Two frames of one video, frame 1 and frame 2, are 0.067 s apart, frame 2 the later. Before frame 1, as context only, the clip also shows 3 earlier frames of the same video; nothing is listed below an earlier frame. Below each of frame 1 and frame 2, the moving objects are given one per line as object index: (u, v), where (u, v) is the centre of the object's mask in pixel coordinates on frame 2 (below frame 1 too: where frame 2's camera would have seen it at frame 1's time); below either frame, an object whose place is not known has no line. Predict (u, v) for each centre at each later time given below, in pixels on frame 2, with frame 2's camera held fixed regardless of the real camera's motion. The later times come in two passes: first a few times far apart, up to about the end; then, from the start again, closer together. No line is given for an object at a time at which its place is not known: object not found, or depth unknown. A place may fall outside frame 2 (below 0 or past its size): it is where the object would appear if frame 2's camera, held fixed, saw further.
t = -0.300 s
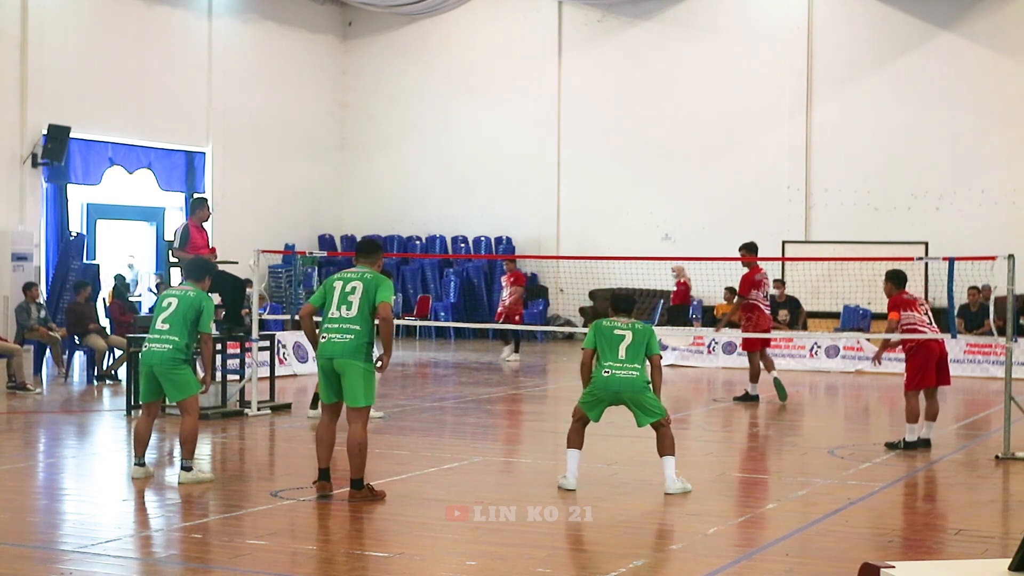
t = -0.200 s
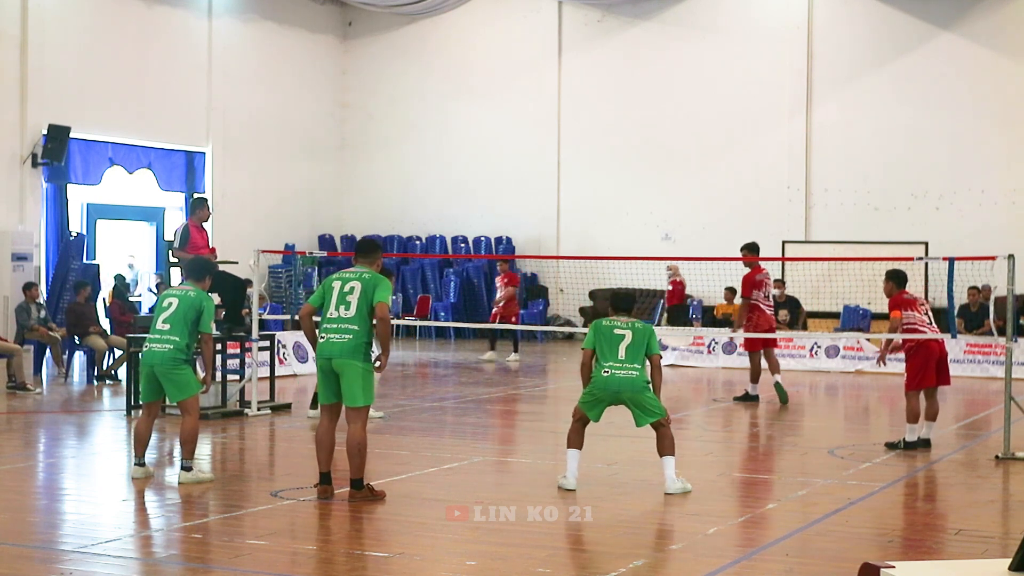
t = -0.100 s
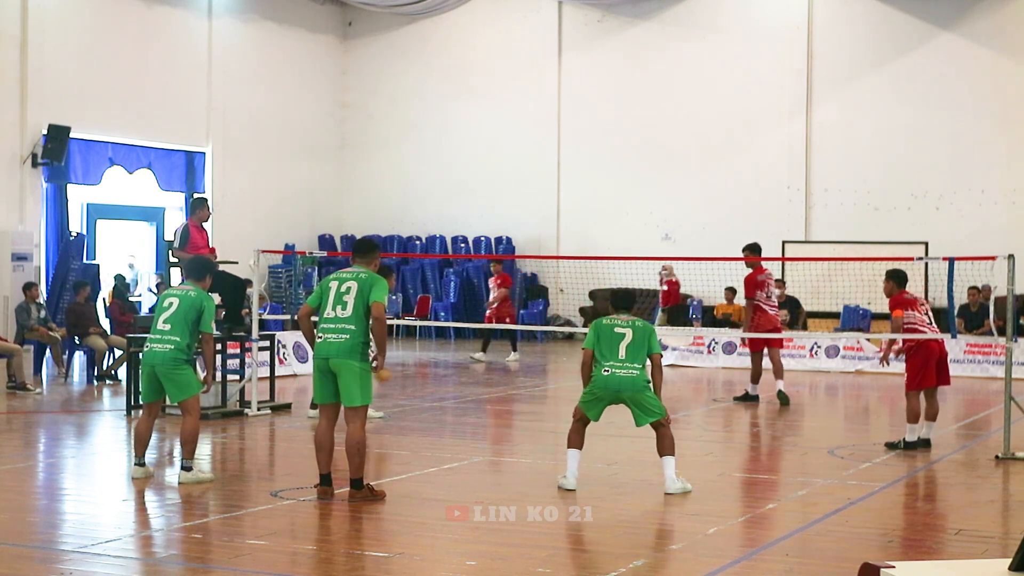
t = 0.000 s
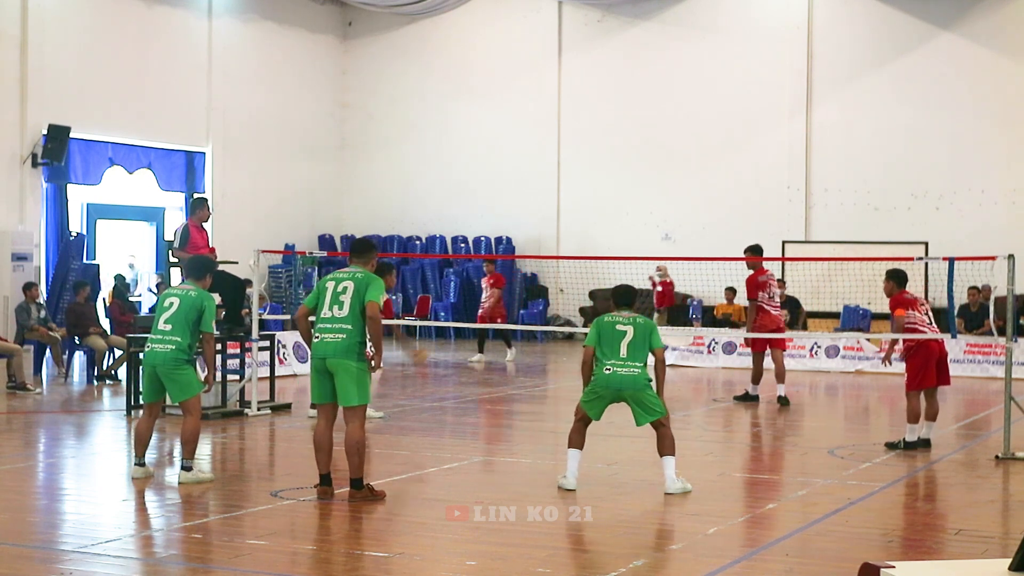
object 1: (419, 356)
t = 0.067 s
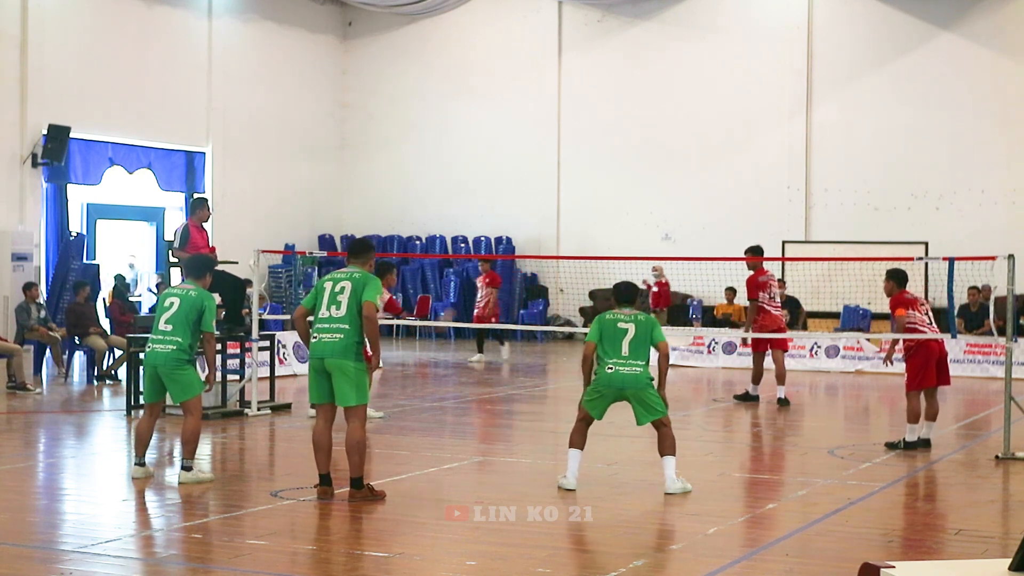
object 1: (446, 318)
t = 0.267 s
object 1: (507, 227)
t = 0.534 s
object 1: (581, 171)
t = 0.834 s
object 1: (656, 191)
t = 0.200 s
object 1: (487, 250)
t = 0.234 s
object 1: (497, 240)
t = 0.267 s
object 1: (507, 227)
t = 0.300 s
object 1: (516, 216)
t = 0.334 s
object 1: (526, 206)
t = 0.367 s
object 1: (536, 197)
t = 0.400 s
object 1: (545, 189)
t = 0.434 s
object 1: (554, 183)
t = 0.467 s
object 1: (563, 178)
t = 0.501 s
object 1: (572, 174)
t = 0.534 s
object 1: (581, 171)
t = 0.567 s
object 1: (590, 169)
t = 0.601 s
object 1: (598, 168)
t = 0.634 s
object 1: (607, 168)
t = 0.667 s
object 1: (615, 169)
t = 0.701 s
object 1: (624, 171)
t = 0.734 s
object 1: (632, 175)
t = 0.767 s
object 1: (640, 179)
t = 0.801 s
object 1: (648, 185)
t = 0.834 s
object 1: (656, 191)
